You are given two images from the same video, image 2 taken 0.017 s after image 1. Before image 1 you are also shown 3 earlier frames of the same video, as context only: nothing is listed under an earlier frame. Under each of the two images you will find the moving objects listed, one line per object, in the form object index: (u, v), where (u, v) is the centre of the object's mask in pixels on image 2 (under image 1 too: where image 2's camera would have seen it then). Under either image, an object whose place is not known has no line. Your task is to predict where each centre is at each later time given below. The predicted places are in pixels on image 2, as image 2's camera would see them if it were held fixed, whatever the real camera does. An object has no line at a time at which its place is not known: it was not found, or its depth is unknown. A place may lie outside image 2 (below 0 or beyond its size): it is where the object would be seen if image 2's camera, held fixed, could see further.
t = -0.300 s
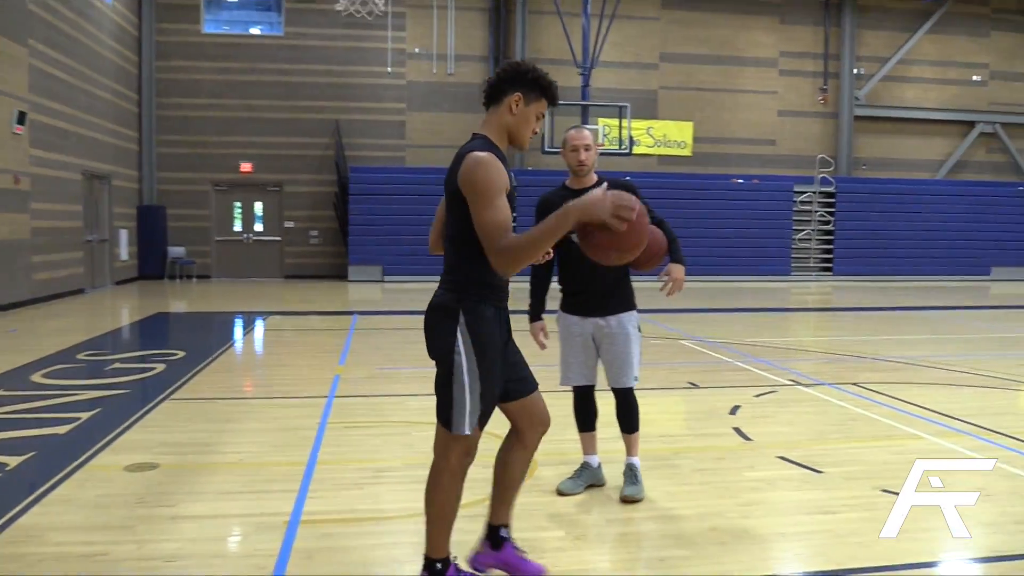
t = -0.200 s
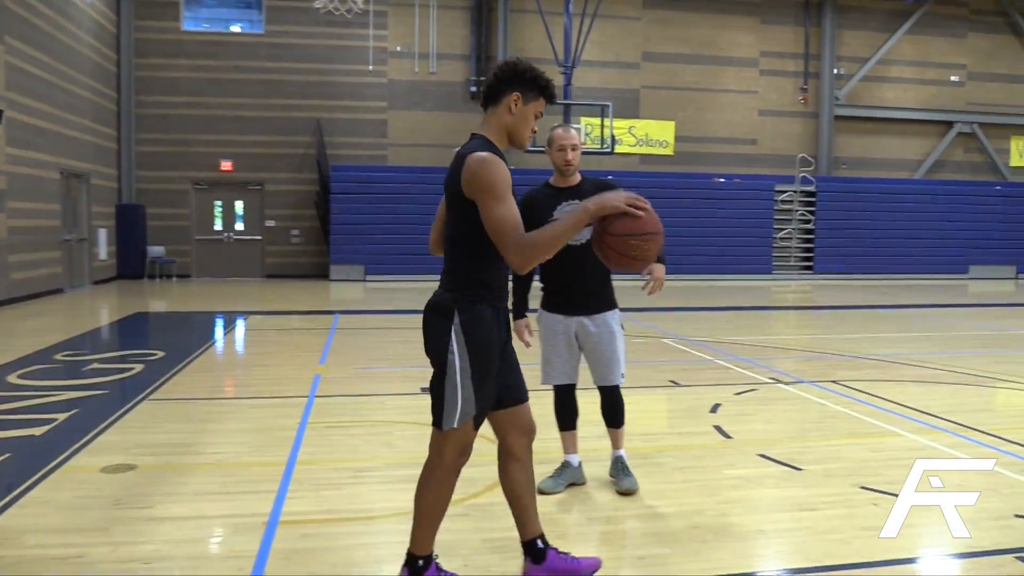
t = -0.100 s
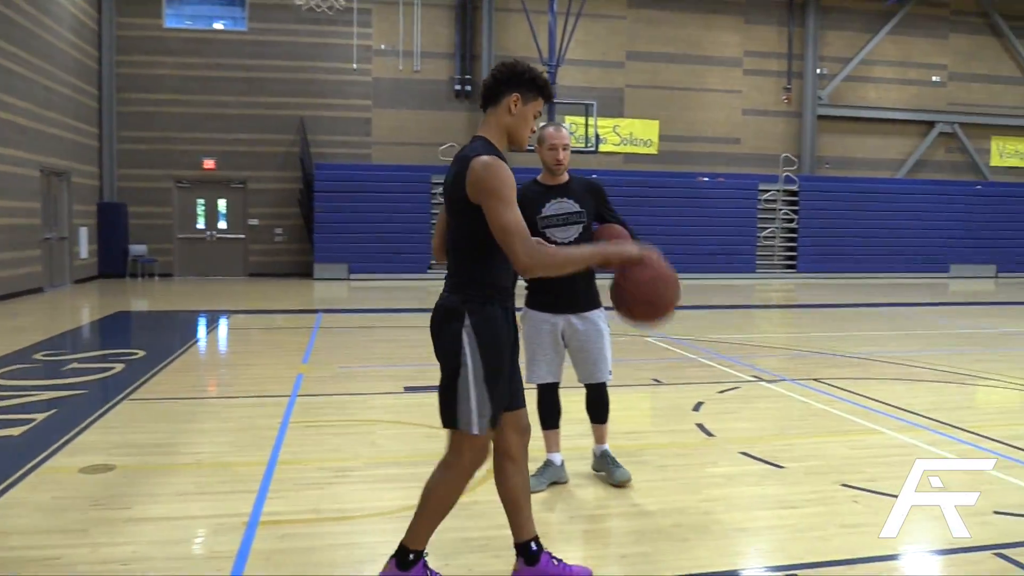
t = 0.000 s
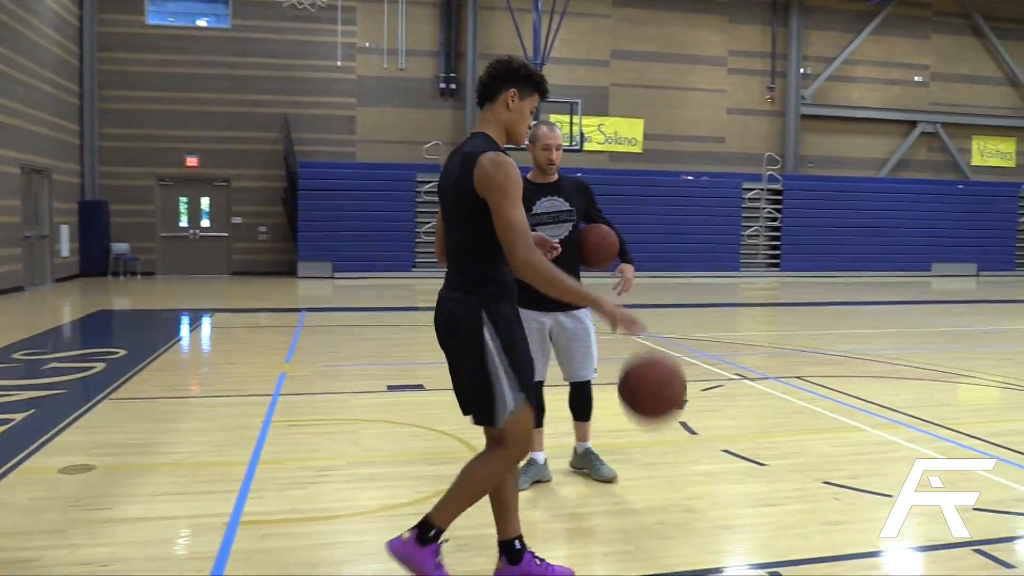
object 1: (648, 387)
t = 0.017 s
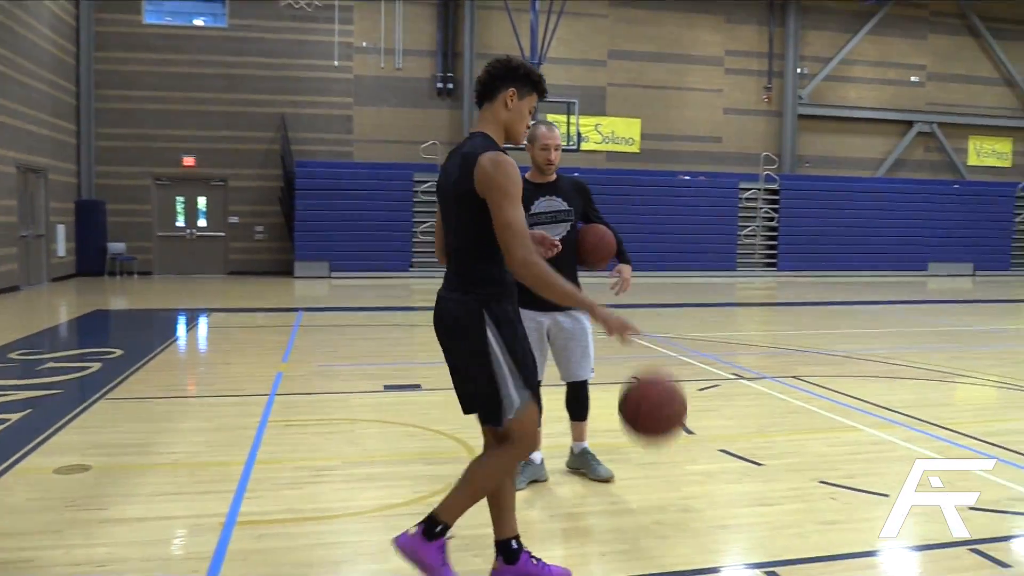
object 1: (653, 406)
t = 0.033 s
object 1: (658, 426)
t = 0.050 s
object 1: (663, 446)
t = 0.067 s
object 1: (668, 467)
